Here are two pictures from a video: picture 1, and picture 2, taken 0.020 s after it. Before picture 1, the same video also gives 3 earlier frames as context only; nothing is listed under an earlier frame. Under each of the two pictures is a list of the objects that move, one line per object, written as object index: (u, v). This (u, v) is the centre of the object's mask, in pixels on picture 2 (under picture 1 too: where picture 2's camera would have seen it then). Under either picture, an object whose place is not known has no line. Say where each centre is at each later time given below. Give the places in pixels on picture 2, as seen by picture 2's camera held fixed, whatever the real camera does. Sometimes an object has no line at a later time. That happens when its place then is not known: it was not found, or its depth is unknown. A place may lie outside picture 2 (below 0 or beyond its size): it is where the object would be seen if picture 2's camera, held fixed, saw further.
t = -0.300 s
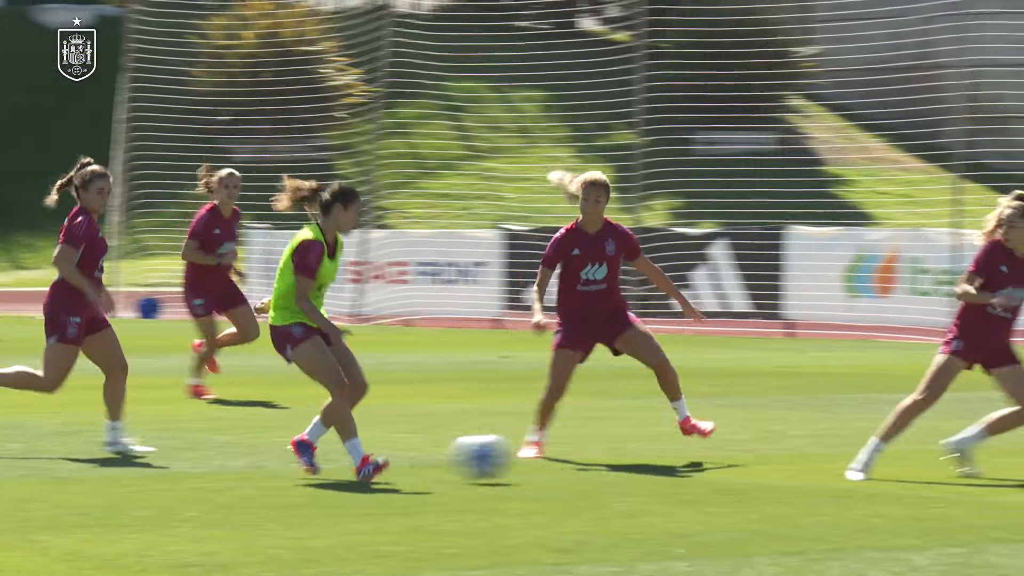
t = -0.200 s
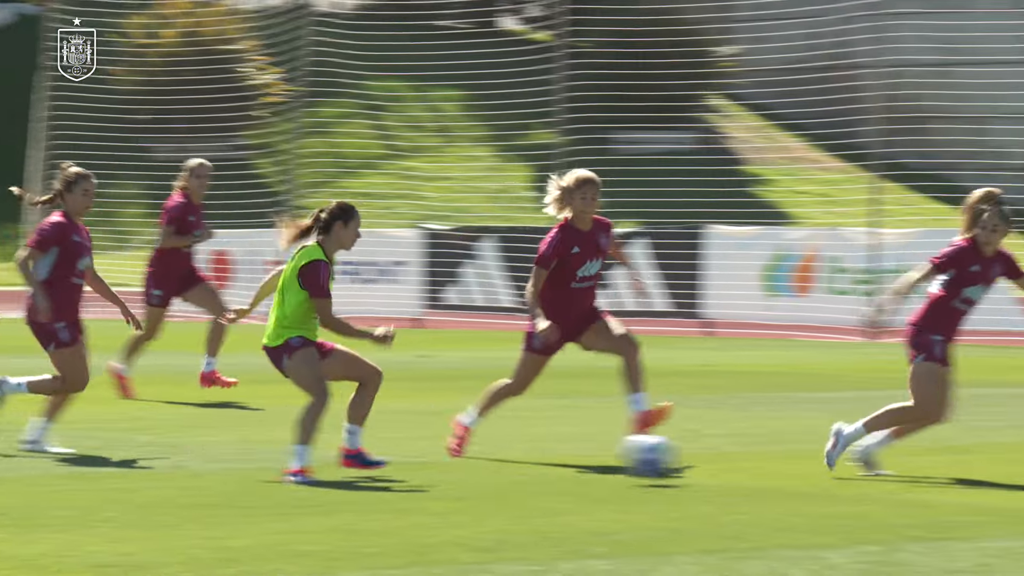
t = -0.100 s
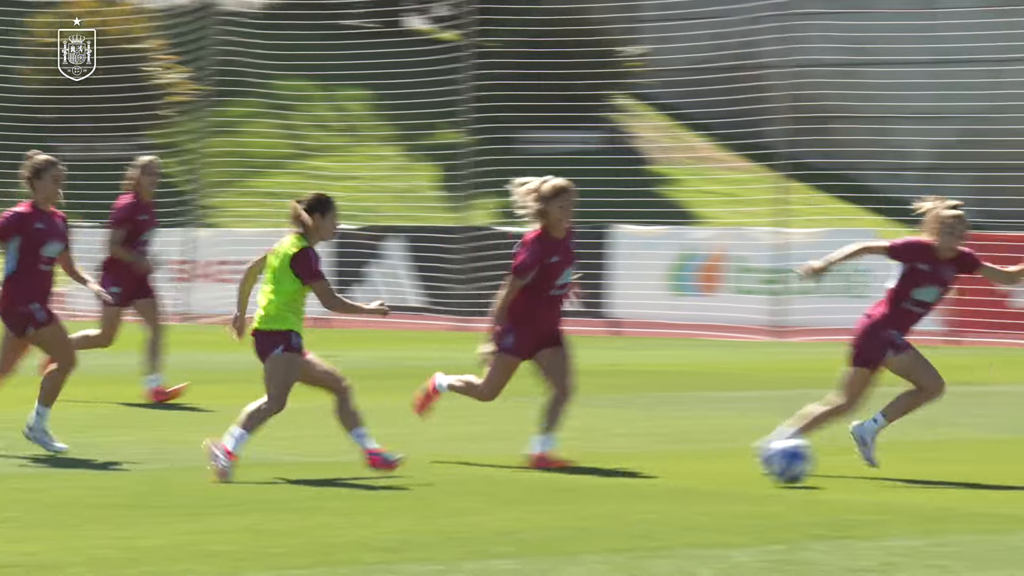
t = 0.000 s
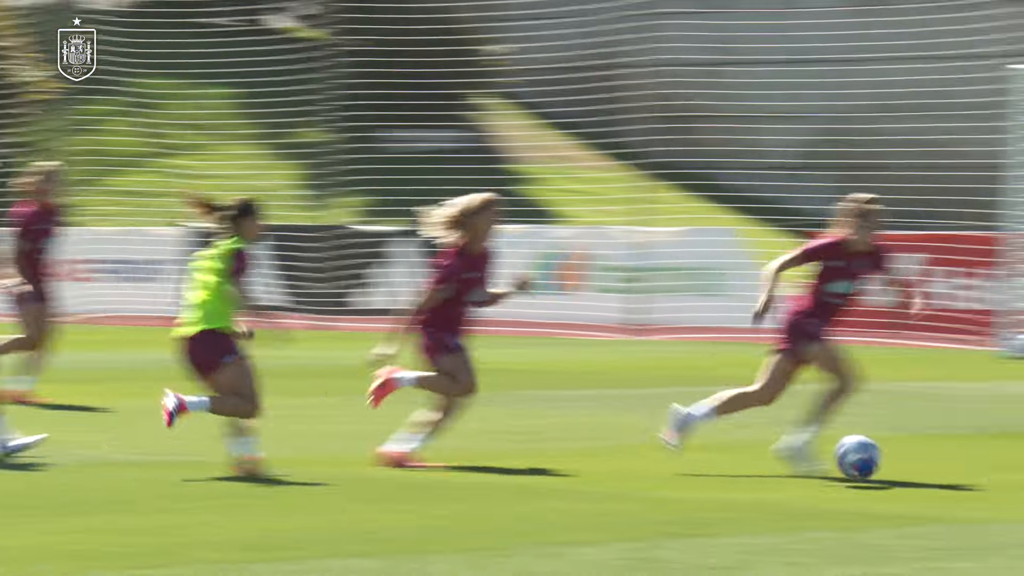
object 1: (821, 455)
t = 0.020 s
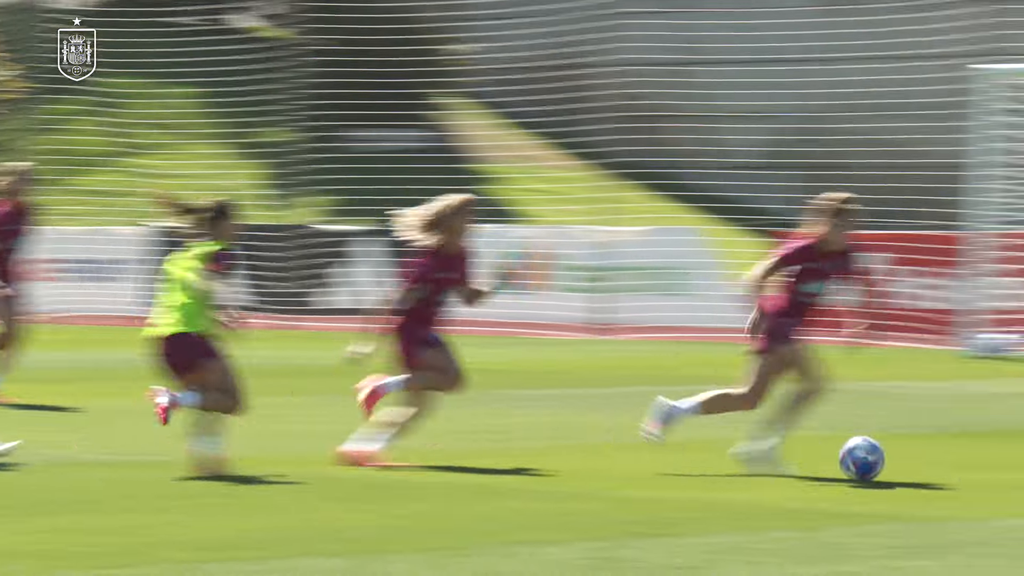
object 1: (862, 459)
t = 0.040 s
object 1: (903, 463)
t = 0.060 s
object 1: (946, 467)
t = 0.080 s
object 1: (986, 469)
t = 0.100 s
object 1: (1026, 468)
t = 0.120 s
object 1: (1066, 468)
